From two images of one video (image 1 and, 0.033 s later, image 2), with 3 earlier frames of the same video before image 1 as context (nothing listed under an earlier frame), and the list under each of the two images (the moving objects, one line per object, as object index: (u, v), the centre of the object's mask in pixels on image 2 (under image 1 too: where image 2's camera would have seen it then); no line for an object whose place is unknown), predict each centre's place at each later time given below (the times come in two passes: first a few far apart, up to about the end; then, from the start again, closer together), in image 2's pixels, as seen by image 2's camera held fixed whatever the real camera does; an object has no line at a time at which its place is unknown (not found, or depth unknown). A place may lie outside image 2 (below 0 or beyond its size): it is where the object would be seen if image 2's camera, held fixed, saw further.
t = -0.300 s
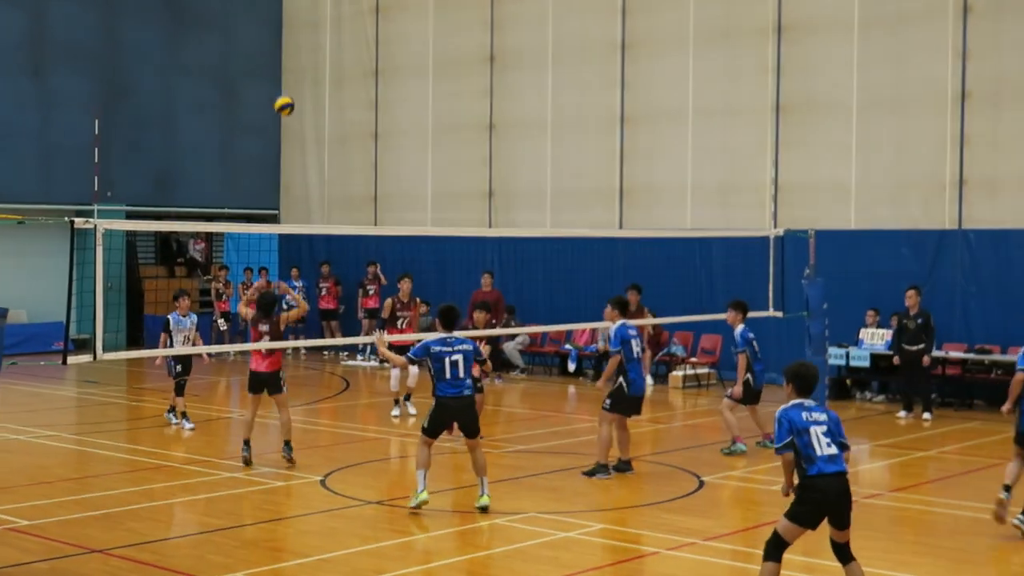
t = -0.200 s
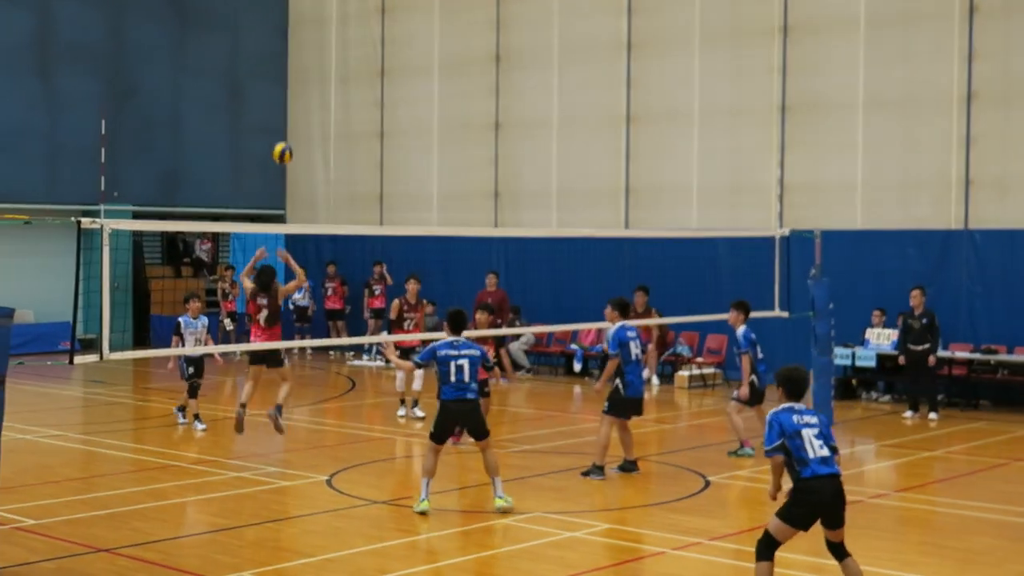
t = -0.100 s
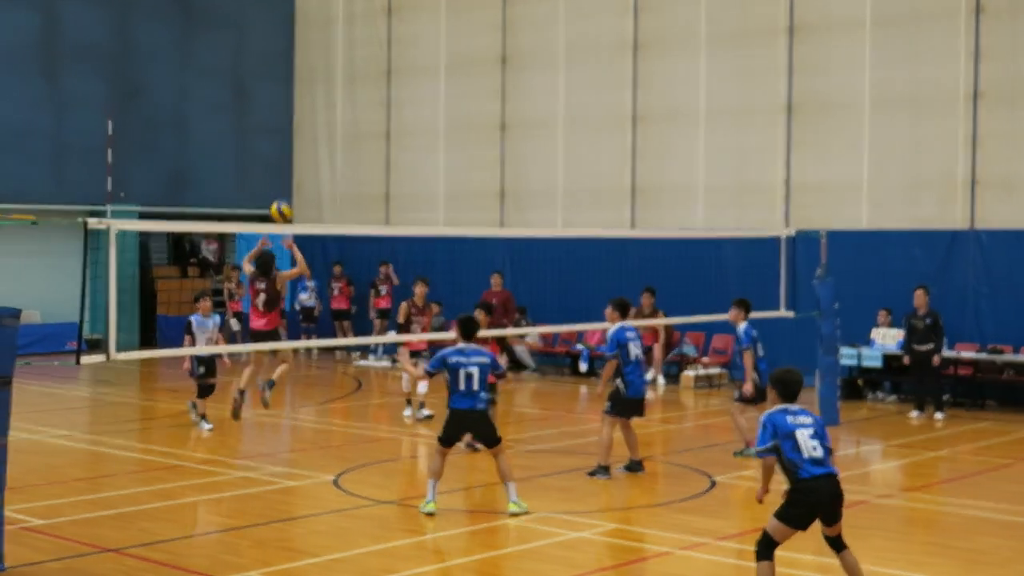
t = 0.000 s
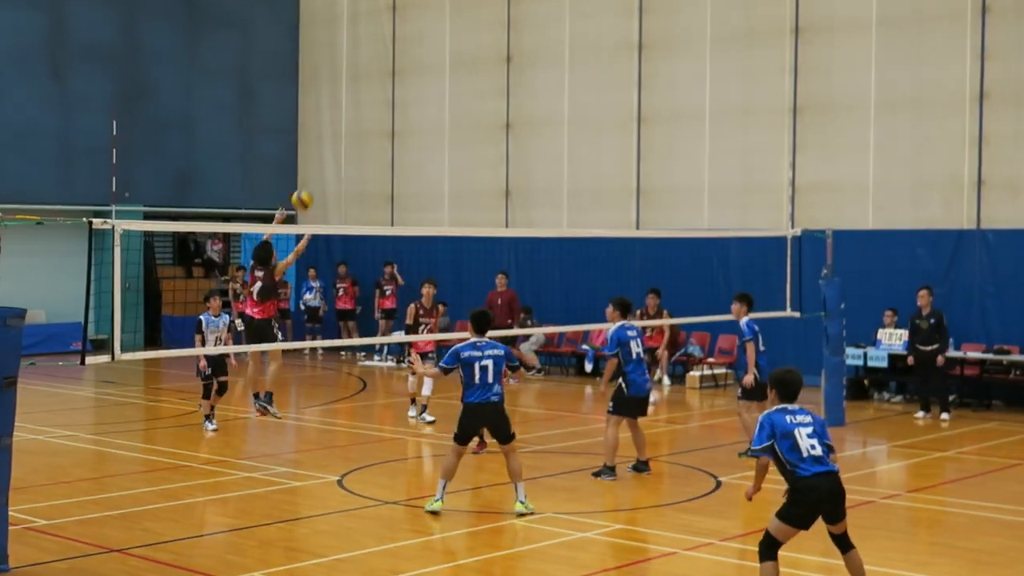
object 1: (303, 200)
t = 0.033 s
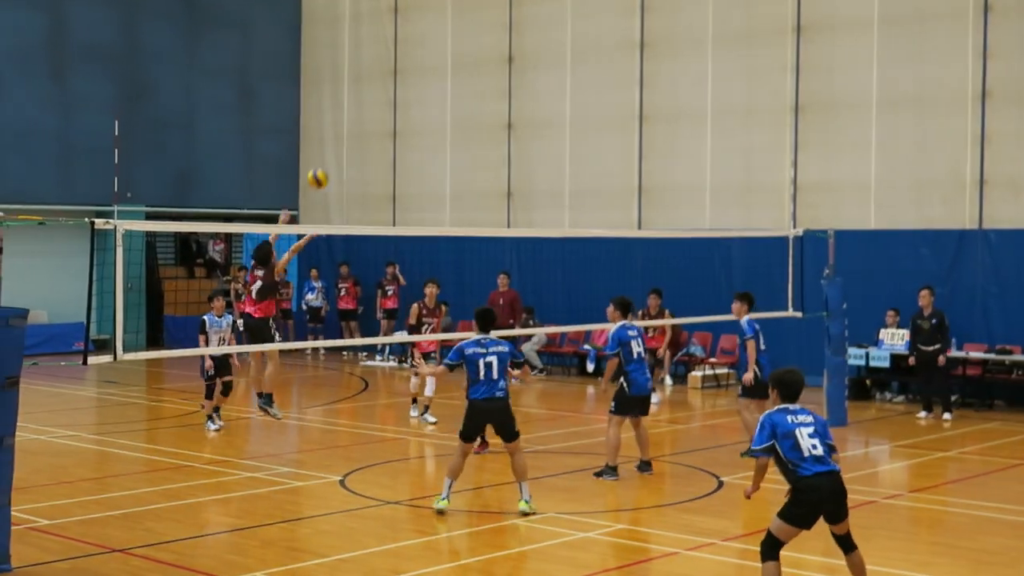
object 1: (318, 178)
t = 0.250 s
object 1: (400, 72)
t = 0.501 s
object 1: (487, 17)
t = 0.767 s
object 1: (569, 24)
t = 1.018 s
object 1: (639, 86)
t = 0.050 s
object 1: (324, 168)
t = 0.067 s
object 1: (330, 158)
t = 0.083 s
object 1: (337, 148)
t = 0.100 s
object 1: (344, 139)
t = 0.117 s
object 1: (351, 131)
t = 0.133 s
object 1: (357, 121)
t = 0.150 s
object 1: (363, 114)
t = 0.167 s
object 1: (369, 105)
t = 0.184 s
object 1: (376, 98)
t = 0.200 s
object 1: (382, 91)
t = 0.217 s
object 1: (388, 83)
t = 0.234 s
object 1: (394, 78)
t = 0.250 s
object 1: (400, 72)
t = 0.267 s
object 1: (406, 66)
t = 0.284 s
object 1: (413, 60)
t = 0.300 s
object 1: (419, 55)
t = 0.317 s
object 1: (424, 50)
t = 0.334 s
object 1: (430, 46)
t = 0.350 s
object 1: (436, 42)
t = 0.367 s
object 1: (442, 37)
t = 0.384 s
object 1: (448, 34)
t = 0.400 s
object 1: (453, 30)
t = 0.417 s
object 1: (459, 28)
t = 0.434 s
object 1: (465, 25)
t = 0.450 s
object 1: (470, 23)
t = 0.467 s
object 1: (476, 21)
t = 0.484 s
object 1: (481, 19)
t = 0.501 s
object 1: (487, 17)
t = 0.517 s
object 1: (492, 15)
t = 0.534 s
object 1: (498, 14)
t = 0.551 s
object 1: (503, 13)
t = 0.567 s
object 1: (509, 12)
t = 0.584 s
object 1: (514, 12)
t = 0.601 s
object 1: (519, 11)
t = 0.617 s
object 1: (524, 11)
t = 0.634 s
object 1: (530, 13)
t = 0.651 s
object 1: (534, 13)
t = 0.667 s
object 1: (540, 14)
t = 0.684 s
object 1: (545, 15)
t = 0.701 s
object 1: (550, 16)
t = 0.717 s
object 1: (554, 19)
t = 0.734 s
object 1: (560, 20)
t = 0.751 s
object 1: (565, 22)
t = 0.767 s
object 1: (569, 24)
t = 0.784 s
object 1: (574, 27)
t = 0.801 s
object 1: (579, 30)
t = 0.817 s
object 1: (584, 33)
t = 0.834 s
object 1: (588, 36)
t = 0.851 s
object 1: (593, 39)
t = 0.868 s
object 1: (598, 42)
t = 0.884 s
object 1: (603, 47)
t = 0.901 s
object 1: (608, 51)
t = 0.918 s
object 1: (613, 56)
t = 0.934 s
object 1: (617, 60)
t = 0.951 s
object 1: (621, 65)
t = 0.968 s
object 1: (625, 70)
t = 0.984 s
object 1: (630, 75)
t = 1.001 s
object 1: (634, 81)
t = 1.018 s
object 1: (639, 86)
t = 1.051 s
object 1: (646, 98)
